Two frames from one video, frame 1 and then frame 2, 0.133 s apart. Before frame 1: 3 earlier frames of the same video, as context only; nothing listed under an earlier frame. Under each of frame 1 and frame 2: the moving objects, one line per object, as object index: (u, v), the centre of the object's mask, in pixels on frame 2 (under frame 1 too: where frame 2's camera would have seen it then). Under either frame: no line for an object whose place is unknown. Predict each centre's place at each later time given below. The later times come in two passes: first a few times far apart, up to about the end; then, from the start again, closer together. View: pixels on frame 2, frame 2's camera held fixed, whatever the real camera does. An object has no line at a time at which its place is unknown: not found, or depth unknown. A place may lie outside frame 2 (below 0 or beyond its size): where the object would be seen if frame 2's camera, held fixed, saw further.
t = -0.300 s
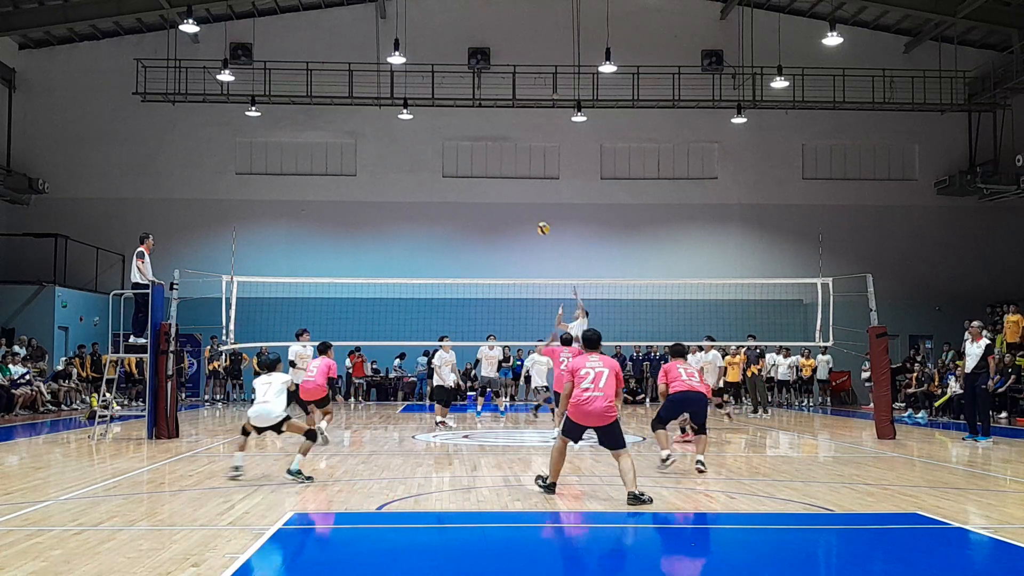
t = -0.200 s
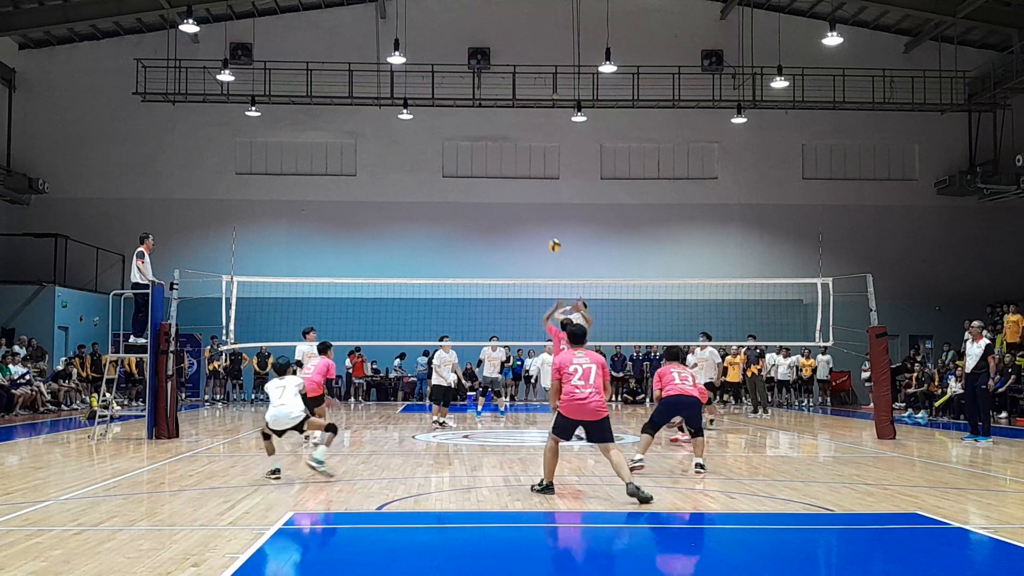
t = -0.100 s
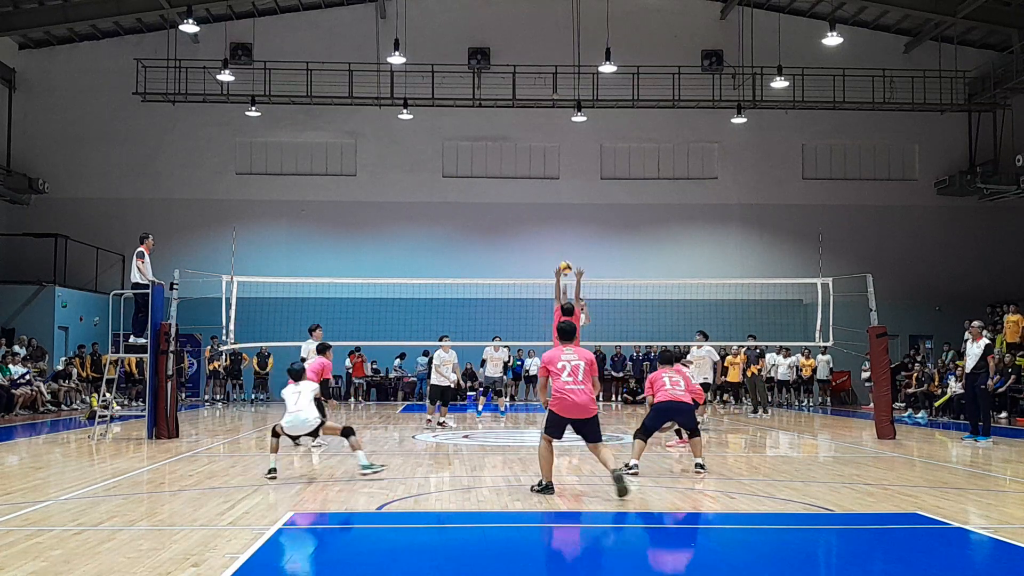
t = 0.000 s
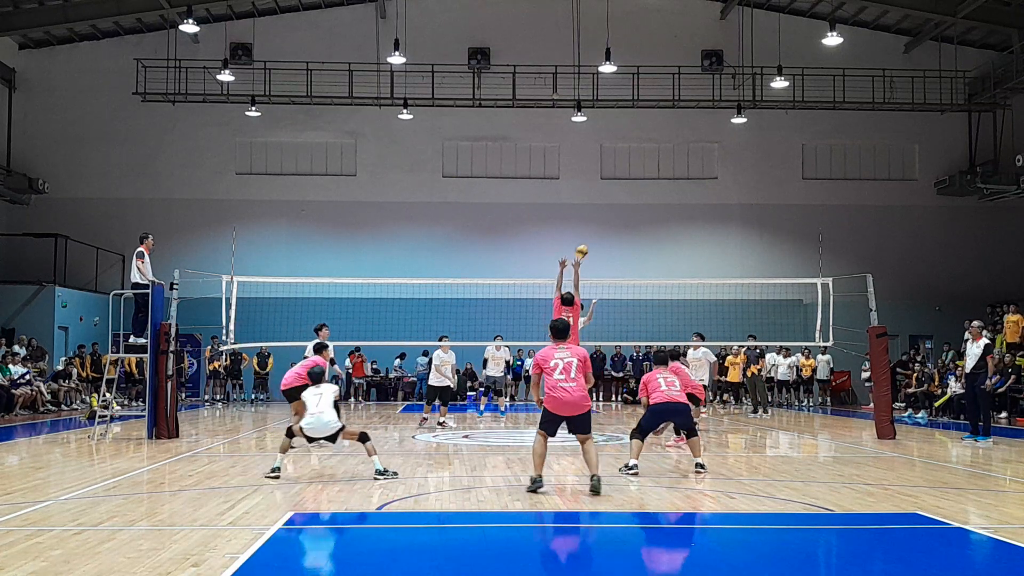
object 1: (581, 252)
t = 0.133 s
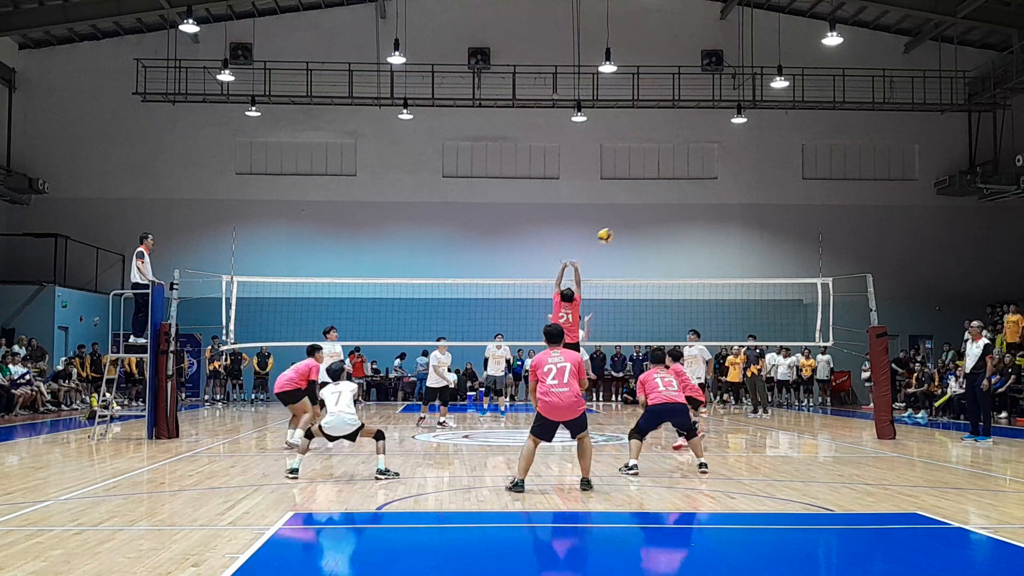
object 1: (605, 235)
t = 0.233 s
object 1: (626, 228)
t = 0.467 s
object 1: (693, 237)
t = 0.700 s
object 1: (789, 314)
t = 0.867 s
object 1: (880, 435)
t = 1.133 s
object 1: (1017, 400)
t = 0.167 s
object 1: (612, 232)
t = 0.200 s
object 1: (619, 230)
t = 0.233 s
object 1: (626, 228)
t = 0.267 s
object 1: (635, 227)
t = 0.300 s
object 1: (643, 226)
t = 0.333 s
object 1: (652, 226)
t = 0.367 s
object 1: (661, 227)
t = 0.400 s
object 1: (671, 229)
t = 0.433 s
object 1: (681, 232)
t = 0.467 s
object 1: (693, 237)
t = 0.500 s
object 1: (704, 242)
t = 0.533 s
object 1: (717, 249)
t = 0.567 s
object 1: (730, 258)
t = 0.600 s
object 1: (744, 269)
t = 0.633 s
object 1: (758, 281)
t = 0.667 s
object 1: (774, 297)
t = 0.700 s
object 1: (789, 314)
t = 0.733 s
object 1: (804, 330)
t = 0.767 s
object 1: (823, 354)
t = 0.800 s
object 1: (841, 381)
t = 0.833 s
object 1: (859, 405)
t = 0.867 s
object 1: (880, 435)
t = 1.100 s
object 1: (1010, 419)
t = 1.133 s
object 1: (1017, 400)
